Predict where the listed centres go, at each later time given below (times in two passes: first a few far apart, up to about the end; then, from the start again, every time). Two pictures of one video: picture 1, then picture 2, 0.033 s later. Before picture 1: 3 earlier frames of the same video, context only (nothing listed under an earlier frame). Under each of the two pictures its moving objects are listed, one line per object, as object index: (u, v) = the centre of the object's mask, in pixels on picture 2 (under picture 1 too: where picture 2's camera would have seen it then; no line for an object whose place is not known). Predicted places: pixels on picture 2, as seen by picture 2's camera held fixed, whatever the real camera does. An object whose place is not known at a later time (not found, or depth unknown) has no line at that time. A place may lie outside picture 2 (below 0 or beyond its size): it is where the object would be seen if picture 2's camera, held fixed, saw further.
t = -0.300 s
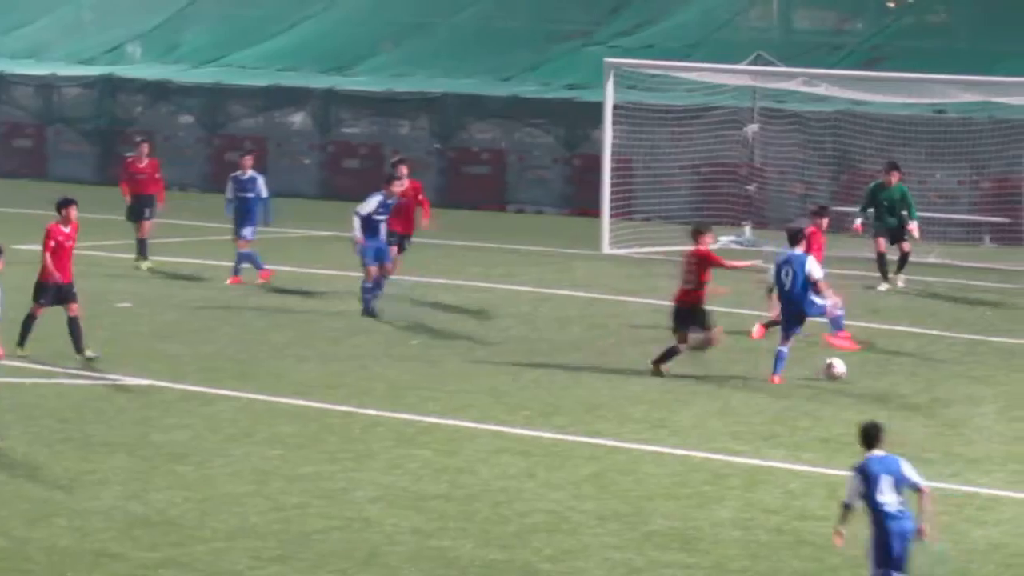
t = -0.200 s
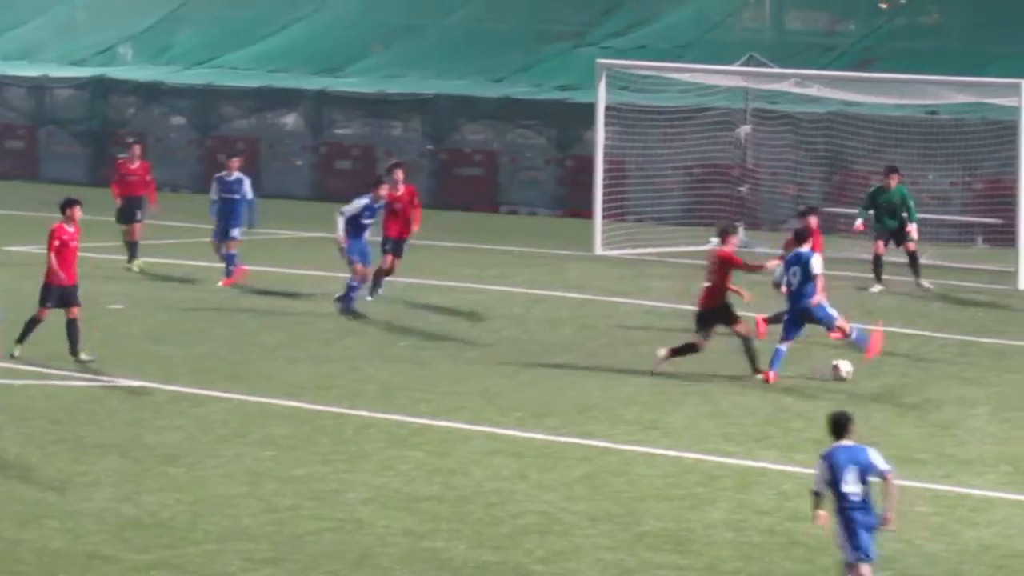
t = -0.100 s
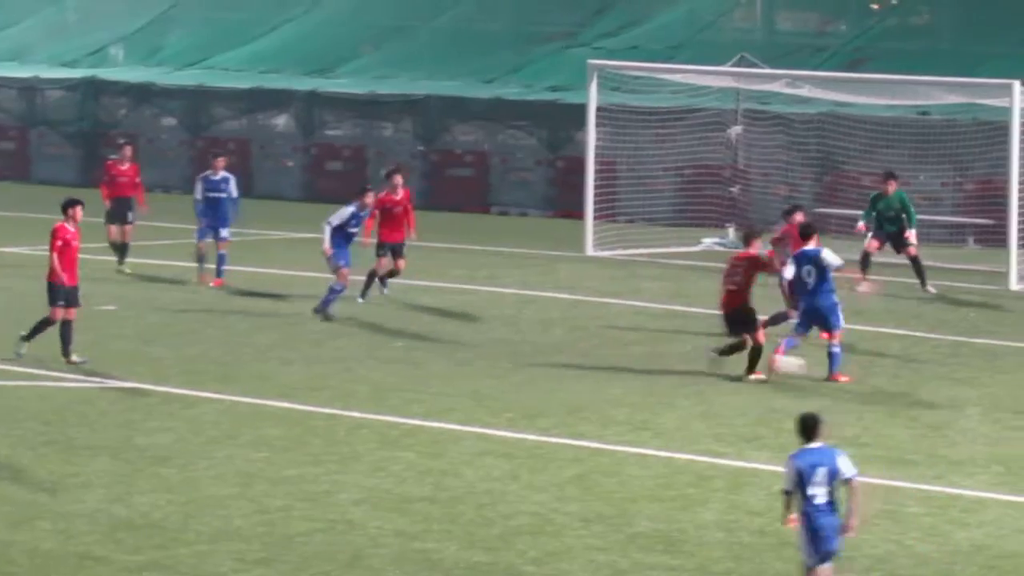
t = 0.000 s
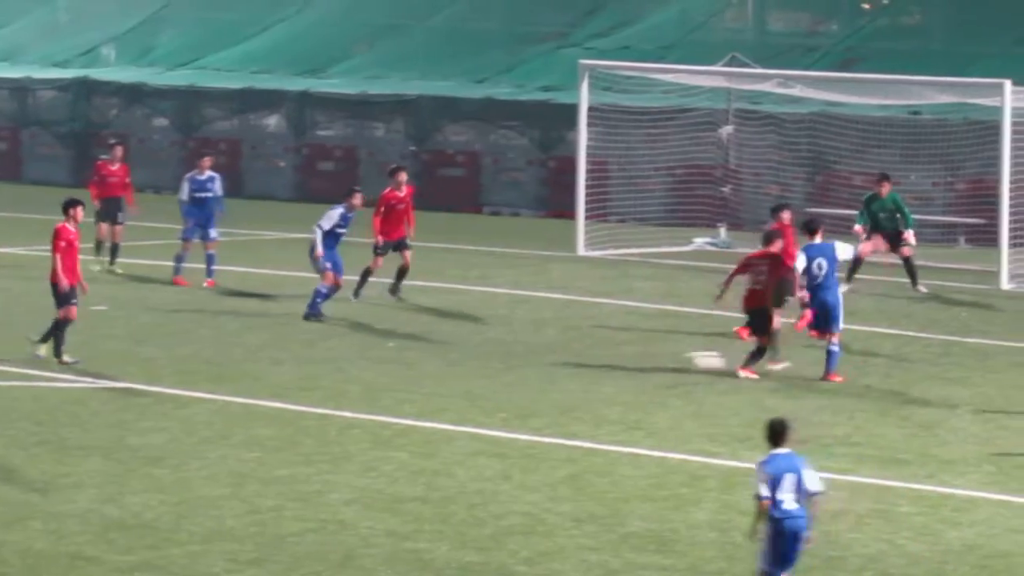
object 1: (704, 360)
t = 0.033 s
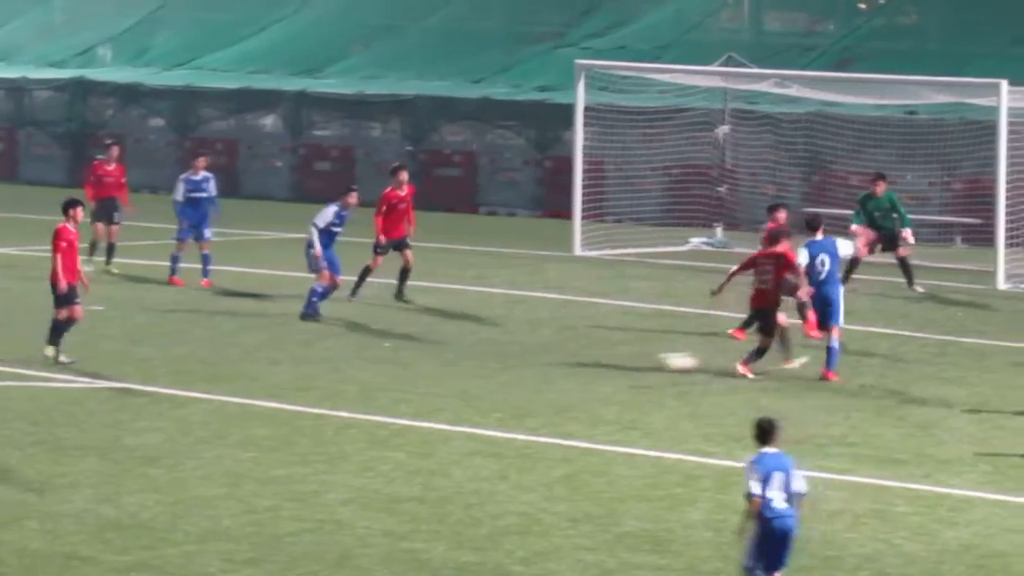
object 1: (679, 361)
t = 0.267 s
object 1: (514, 383)
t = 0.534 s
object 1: (348, 400)
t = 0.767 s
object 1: (224, 407)
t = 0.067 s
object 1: (656, 363)
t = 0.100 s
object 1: (630, 367)
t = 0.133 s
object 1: (606, 371)
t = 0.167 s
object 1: (582, 376)
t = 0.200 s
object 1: (558, 382)
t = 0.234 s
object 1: (535, 388)
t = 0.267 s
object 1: (514, 383)
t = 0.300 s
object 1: (492, 381)
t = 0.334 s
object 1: (472, 381)
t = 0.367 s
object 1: (451, 382)
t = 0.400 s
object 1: (431, 384)
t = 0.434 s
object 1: (411, 385)
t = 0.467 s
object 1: (390, 389)
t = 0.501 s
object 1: (369, 395)
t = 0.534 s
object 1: (348, 400)
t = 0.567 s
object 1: (329, 399)
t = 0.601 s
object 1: (312, 398)
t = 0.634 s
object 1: (295, 397)
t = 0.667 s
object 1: (277, 398)
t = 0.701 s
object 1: (259, 399)
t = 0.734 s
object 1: (241, 402)
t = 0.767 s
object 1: (224, 407)
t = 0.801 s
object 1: (207, 409)
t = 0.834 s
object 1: (193, 408)
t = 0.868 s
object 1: (177, 407)
